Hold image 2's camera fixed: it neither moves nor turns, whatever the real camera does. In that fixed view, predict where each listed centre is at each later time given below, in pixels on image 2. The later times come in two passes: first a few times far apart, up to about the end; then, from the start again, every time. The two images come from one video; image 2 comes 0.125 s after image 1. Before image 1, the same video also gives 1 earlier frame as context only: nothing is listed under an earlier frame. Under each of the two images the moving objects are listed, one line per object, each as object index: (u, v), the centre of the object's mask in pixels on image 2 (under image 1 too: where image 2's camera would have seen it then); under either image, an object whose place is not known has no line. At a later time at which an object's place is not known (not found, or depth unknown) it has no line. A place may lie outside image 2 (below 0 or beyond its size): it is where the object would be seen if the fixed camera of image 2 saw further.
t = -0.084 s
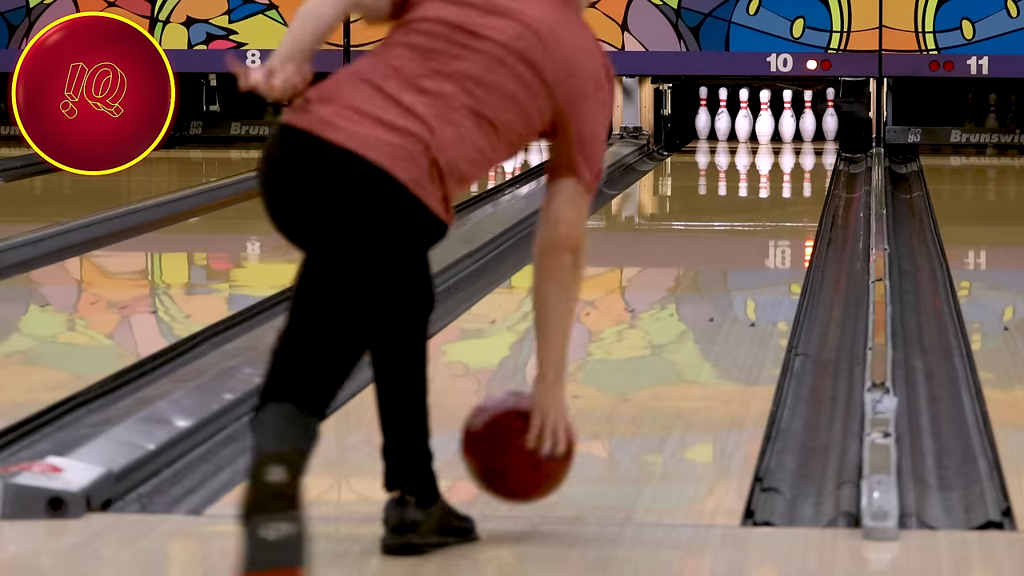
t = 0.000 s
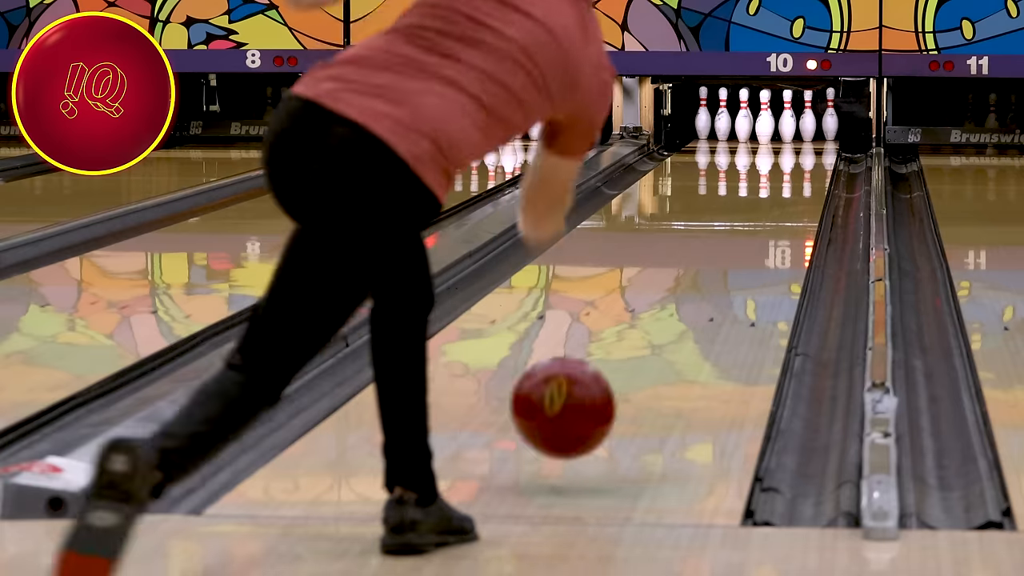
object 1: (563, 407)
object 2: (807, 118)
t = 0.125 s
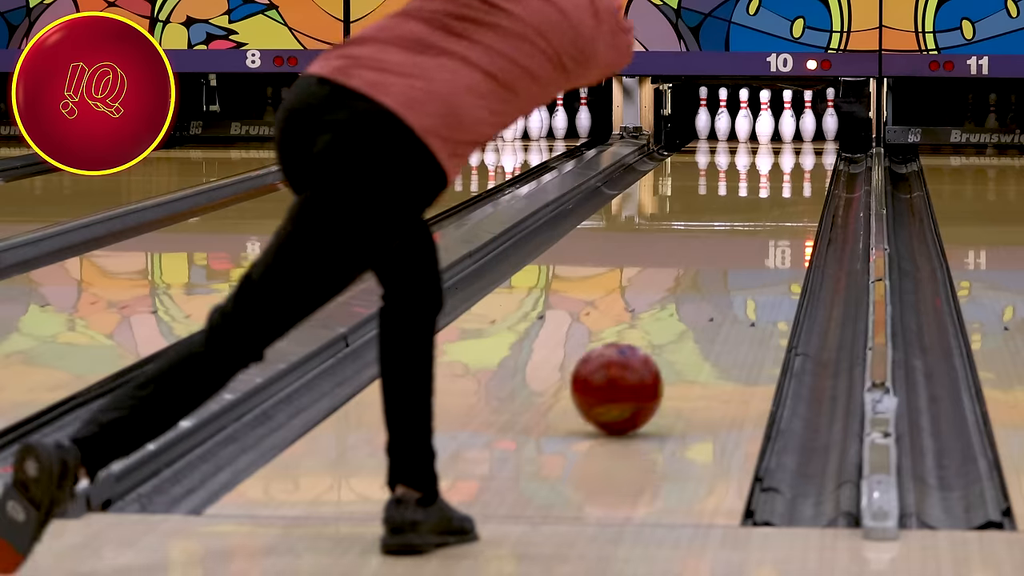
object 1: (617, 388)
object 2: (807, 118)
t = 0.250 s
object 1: (659, 350)
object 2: (807, 118)
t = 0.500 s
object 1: (722, 291)
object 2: (807, 118)
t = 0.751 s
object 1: (764, 250)
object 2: (807, 118)
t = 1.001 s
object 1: (792, 220)
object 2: (807, 118)
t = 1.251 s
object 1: (808, 196)
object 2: (807, 118)
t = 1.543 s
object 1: (816, 174)
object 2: (807, 118)
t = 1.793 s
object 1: (814, 160)
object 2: (807, 118)
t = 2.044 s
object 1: (806, 147)
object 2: (808, 113)
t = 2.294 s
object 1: (792, 138)
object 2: (808, 115)
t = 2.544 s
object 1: (775, 130)
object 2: (807, 118)
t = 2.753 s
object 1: (771, 127)
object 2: (838, 127)
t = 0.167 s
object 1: (632, 375)
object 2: (807, 118)
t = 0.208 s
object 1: (646, 363)
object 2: (807, 118)
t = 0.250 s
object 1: (659, 350)
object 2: (807, 118)
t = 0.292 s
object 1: (671, 339)
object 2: (807, 118)
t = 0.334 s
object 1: (683, 328)
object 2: (807, 118)
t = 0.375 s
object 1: (694, 318)
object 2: (807, 118)
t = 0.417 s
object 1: (703, 309)
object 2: (807, 118)
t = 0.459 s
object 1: (712, 300)
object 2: (807, 118)
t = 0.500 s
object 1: (722, 291)
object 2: (807, 118)
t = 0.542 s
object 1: (730, 284)
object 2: (807, 118)
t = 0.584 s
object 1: (738, 276)
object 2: (807, 118)
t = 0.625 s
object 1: (745, 269)
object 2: (807, 118)
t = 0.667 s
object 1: (752, 262)
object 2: (807, 118)
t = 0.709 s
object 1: (758, 256)
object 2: (808, 118)
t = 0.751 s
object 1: (764, 250)
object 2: (807, 118)
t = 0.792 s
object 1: (770, 244)
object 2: (807, 118)
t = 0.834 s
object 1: (775, 239)
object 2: (807, 118)
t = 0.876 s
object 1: (780, 234)
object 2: (807, 118)
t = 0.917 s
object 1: (784, 229)
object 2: (807, 118)
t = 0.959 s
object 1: (788, 224)
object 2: (807, 118)
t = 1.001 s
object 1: (792, 220)
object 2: (807, 118)
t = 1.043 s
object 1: (795, 215)
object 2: (807, 118)
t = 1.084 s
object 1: (798, 211)
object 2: (807, 118)
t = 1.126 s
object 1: (801, 207)
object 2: (807, 118)
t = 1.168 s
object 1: (804, 203)
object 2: (807, 118)
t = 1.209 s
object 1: (806, 199)
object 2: (807, 118)
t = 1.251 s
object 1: (808, 196)
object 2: (807, 118)
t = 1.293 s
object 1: (810, 192)
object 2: (807, 118)
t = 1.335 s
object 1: (812, 189)
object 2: (807, 118)
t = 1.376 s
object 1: (813, 186)
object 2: (807, 118)
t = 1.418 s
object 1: (814, 183)
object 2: (807, 118)
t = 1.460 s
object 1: (815, 180)
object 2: (807, 118)
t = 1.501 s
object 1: (815, 177)
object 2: (807, 118)
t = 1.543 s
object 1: (816, 174)
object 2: (807, 118)
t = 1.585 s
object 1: (816, 172)
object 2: (807, 118)
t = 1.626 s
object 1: (816, 169)
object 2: (808, 118)
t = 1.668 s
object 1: (816, 167)
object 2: (807, 118)
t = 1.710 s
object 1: (816, 164)
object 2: (807, 118)
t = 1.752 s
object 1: (815, 162)
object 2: (807, 118)
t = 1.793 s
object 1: (814, 160)
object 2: (807, 118)
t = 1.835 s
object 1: (813, 157)
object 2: (807, 117)
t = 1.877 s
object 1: (812, 155)
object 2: (807, 116)
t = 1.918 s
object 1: (811, 153)
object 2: (807, 116)
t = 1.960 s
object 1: (809, 151)
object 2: (807, 115)
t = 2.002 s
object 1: (808, 149)
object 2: (807, 114)
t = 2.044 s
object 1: (806, 147)
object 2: (808, 113)
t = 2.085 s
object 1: (804, 145)
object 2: (808, 112)
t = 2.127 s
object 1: (802, 144)
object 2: (808, 112)
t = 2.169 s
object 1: (800, 142)
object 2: (808, 112)
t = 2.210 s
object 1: (797, 141)
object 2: (808, 112)
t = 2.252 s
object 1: (795, 139)
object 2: (808, 113)
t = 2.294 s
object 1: (792, 138)
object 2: (808, 115)
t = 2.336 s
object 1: (790, 136)
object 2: (808, 116)
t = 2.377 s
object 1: (787, 135)
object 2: (808, 118)
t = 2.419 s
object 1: (784, 133)
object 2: (807, 118)
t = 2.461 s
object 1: (781, 132)
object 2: (807, 118)
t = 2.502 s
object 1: (778, 131)
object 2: (807, 118)
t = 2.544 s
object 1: (775, 130)
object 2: (807, 118)
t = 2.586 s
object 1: (777, 129)
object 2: (807, 118)
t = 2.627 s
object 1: (775, 128)
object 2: (809, 117)
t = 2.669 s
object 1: (774, 127)
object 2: (820, 118)
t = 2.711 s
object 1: (773, 127)
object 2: (831, 123)
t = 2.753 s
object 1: (771, 127)
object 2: (838, 127)
